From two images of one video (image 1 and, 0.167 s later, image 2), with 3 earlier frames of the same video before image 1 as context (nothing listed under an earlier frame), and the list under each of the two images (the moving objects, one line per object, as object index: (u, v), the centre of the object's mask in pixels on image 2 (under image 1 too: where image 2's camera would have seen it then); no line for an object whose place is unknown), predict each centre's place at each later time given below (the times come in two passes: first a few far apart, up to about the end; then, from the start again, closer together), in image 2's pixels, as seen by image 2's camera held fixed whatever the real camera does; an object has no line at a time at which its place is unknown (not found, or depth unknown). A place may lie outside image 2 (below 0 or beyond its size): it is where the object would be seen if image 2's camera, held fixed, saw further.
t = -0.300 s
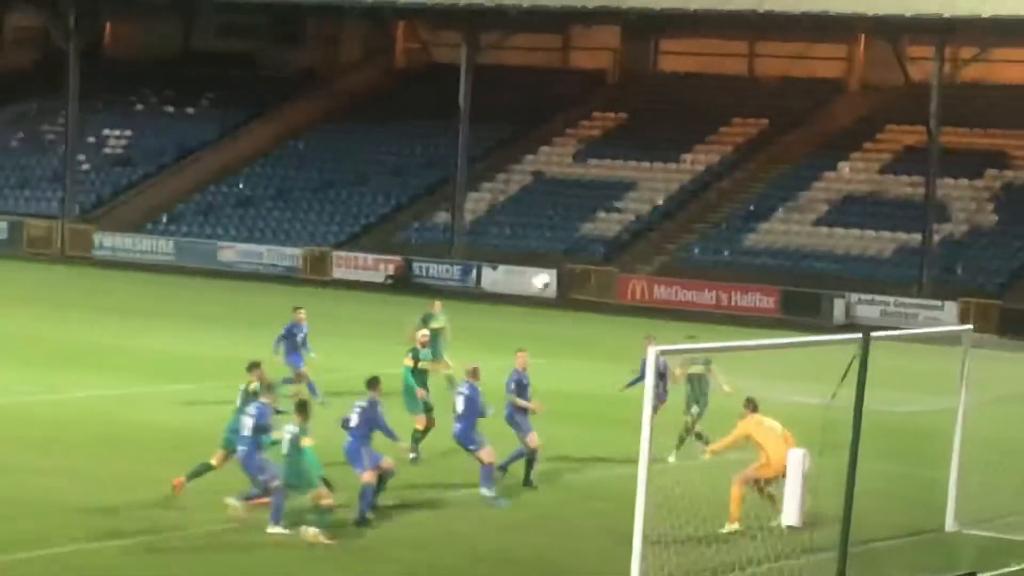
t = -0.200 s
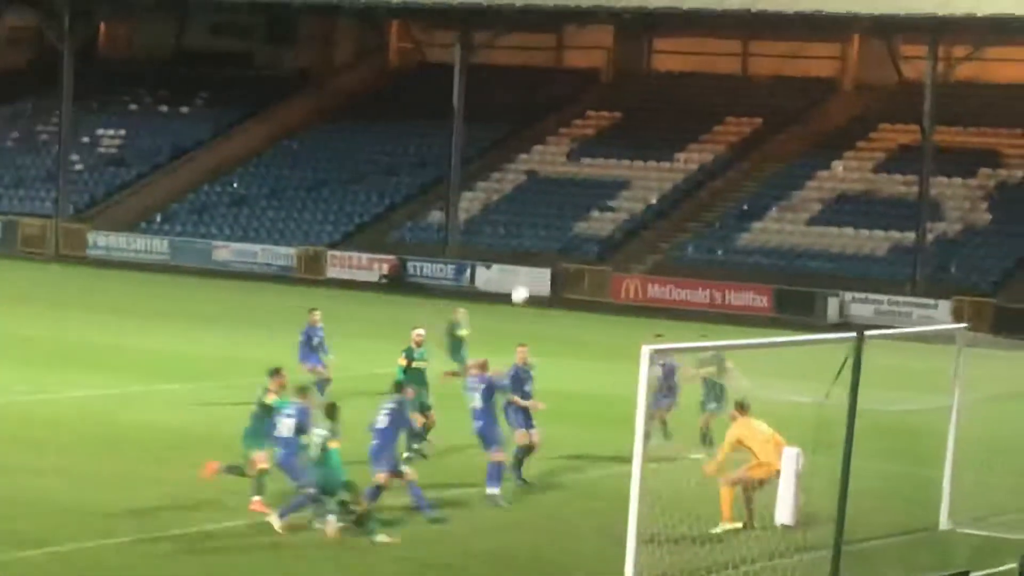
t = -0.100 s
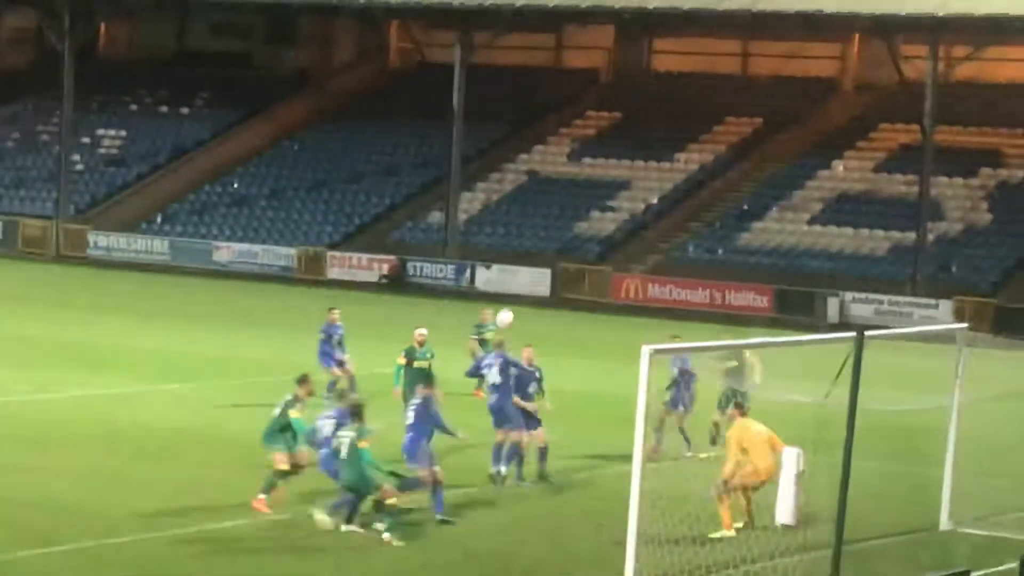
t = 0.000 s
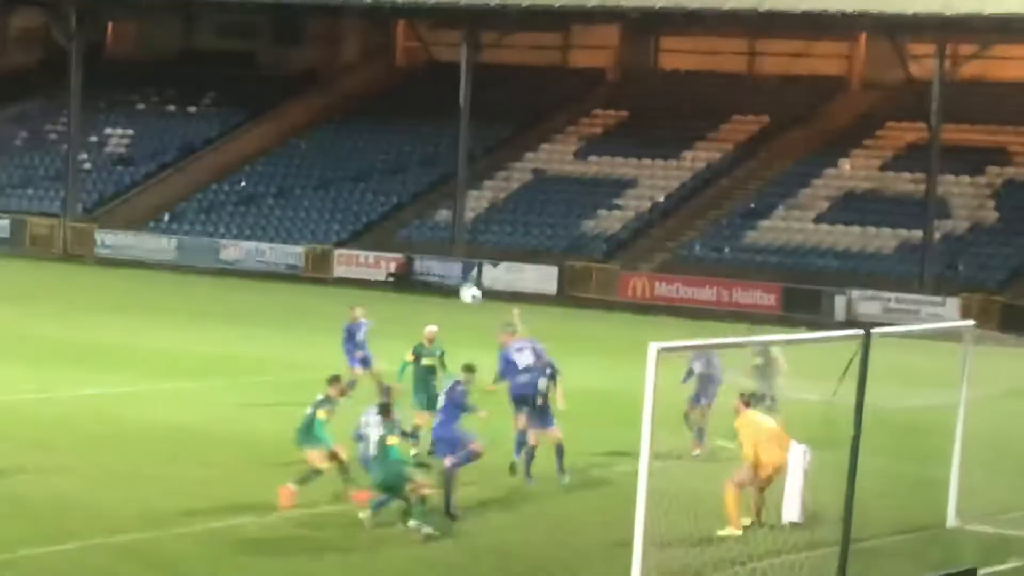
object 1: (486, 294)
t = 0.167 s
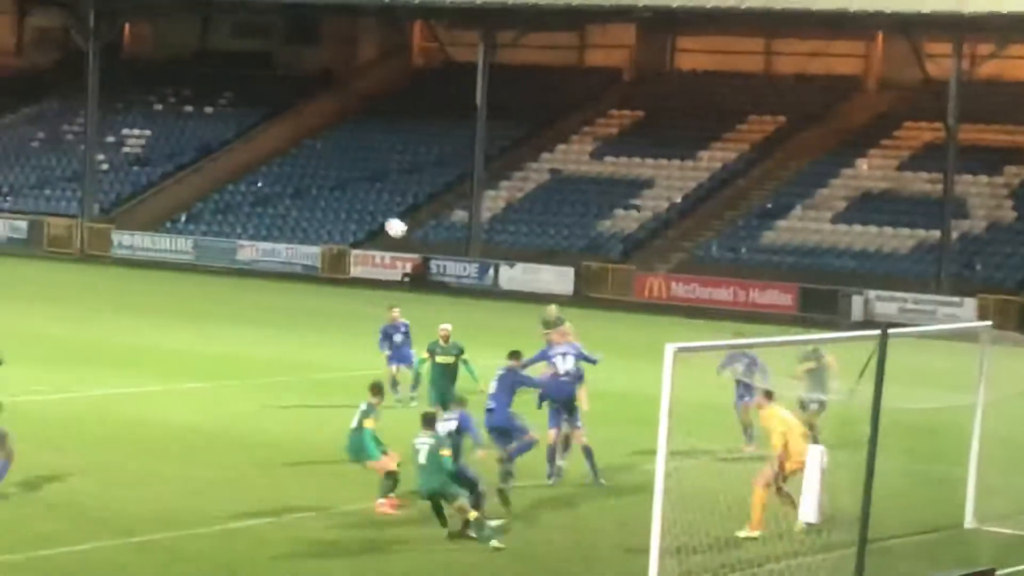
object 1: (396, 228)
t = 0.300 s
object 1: (325, 191)
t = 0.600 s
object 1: (171, 162)
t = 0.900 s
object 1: (20, 200)
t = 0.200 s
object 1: (378, 217)
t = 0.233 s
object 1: (361, 208)
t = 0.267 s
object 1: (343, 199)
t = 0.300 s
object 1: (325, 191)
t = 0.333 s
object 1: (308, 185)
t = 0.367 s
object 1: (290, 179)
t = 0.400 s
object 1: (273, 174)
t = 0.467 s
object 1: (240, 166)
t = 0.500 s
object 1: (222, 164)
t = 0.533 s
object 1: (205, 162)
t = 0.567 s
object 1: (188, 162)
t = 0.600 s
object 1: (171, 162)
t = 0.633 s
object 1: (154, 163)
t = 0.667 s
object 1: (137, 164)
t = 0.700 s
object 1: (119, 167)
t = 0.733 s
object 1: (104, 171)
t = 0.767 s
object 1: (87, 175)
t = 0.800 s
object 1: (69, 180)
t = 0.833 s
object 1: (52, 186)
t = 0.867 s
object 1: (37, 193)
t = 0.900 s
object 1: (20, 200)
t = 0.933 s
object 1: (3, 208)
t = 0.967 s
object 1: (-14, 217)
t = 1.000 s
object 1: (-30, 228)
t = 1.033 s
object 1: (-46, 238)
